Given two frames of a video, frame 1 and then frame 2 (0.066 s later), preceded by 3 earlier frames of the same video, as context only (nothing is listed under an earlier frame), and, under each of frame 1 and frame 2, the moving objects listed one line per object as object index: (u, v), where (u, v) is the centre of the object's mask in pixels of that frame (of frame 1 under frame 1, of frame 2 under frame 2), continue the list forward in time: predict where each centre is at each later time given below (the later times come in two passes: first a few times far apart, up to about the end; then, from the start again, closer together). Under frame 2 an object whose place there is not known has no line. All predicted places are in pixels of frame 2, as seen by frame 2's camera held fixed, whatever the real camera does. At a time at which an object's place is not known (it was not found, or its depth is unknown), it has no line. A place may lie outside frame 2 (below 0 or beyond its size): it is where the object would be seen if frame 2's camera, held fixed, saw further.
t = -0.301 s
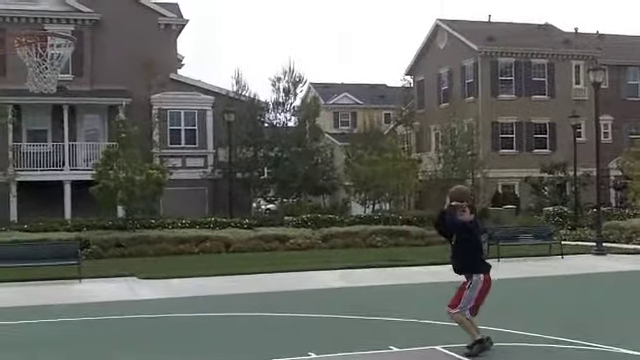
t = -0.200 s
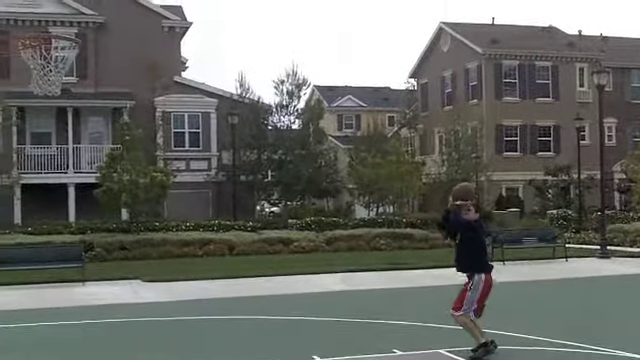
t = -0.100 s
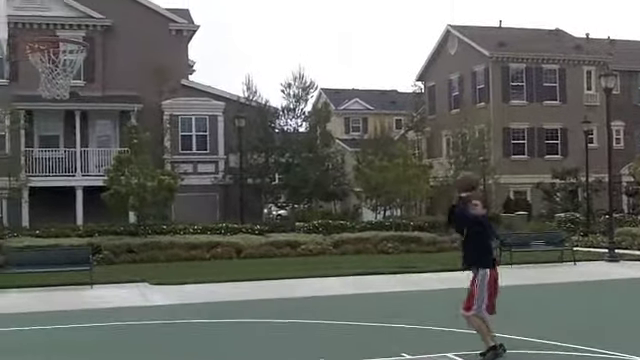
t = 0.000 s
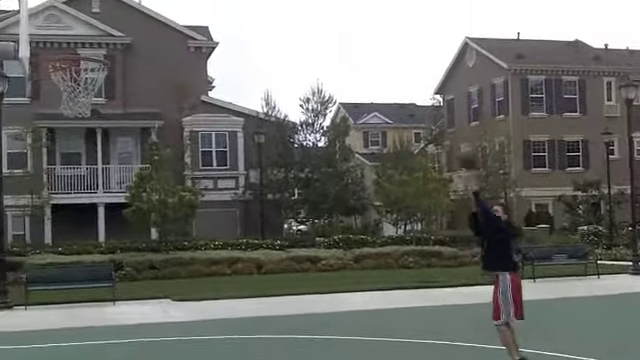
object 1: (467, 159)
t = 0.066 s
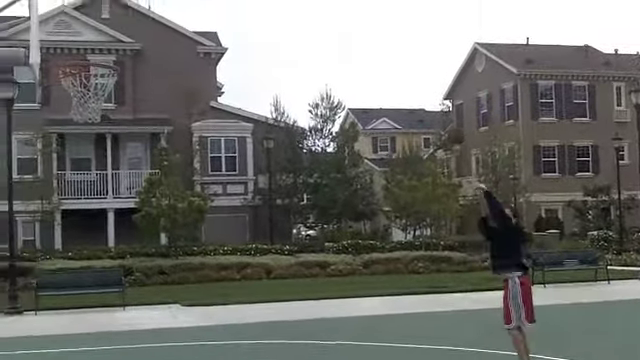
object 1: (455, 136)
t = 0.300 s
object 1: (367, 52)
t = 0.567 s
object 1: (258, 18)
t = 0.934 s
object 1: (103, 44)
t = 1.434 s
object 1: (113, 59)
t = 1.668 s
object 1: (87, 61)
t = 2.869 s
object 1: (90, 309)
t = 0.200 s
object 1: (404, 83)
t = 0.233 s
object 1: (391, 72)
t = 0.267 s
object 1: (379, 61)
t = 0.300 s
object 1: (367, 52)
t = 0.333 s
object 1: (354, 44)
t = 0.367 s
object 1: (341, 36)
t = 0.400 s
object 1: (327, 30)
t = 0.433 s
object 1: (314, 26)
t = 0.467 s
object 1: (300, 22)
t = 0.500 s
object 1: (286, 19)
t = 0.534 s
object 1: (271, 17)
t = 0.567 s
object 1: (258, 18)
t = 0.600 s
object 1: (242, 18)
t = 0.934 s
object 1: (103, 44)
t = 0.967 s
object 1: (93, 39)
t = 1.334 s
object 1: (101, 40)
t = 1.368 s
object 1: (107, 48)
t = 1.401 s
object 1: (110, 55)
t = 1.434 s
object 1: (113, 59)
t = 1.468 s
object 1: (109, 58)
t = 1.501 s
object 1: (110, 56)
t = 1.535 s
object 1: (107, 56)
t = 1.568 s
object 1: (97, 56)
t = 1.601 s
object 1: (94, 57)
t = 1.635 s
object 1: (91, 58)
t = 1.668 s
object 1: (87, 61)
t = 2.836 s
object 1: (91, 319)
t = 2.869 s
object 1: (90, 309)
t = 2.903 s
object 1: (91, 295)
